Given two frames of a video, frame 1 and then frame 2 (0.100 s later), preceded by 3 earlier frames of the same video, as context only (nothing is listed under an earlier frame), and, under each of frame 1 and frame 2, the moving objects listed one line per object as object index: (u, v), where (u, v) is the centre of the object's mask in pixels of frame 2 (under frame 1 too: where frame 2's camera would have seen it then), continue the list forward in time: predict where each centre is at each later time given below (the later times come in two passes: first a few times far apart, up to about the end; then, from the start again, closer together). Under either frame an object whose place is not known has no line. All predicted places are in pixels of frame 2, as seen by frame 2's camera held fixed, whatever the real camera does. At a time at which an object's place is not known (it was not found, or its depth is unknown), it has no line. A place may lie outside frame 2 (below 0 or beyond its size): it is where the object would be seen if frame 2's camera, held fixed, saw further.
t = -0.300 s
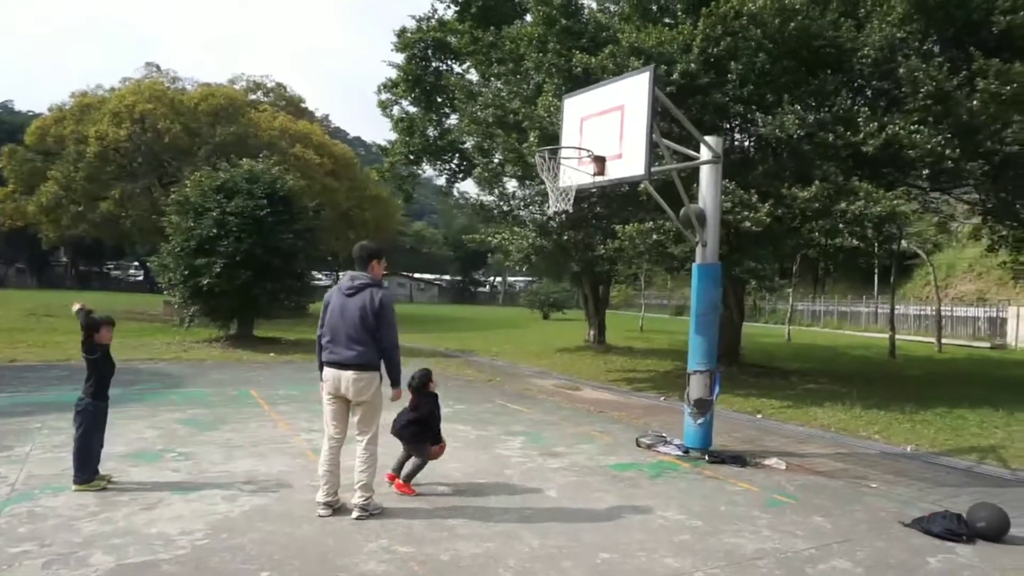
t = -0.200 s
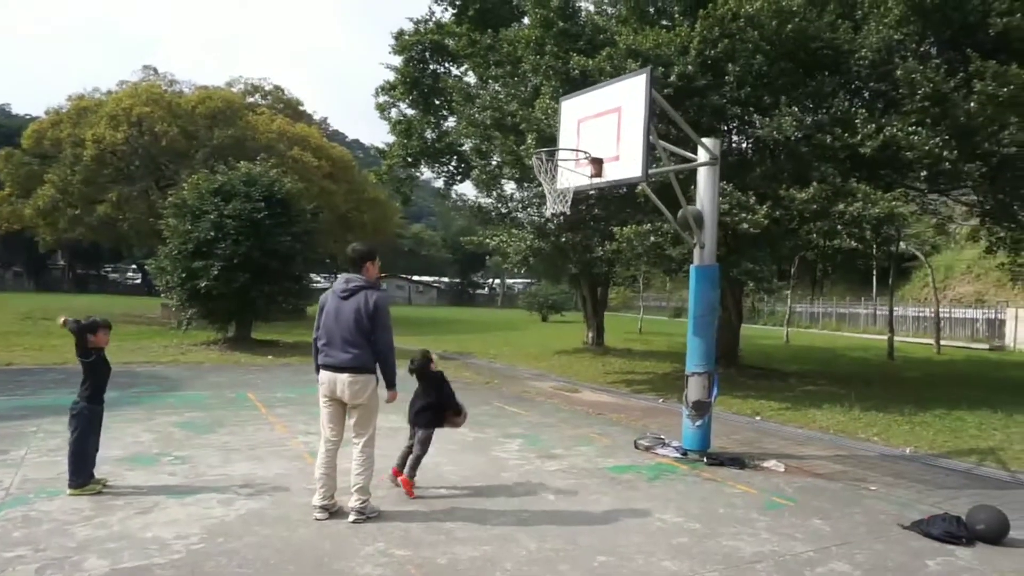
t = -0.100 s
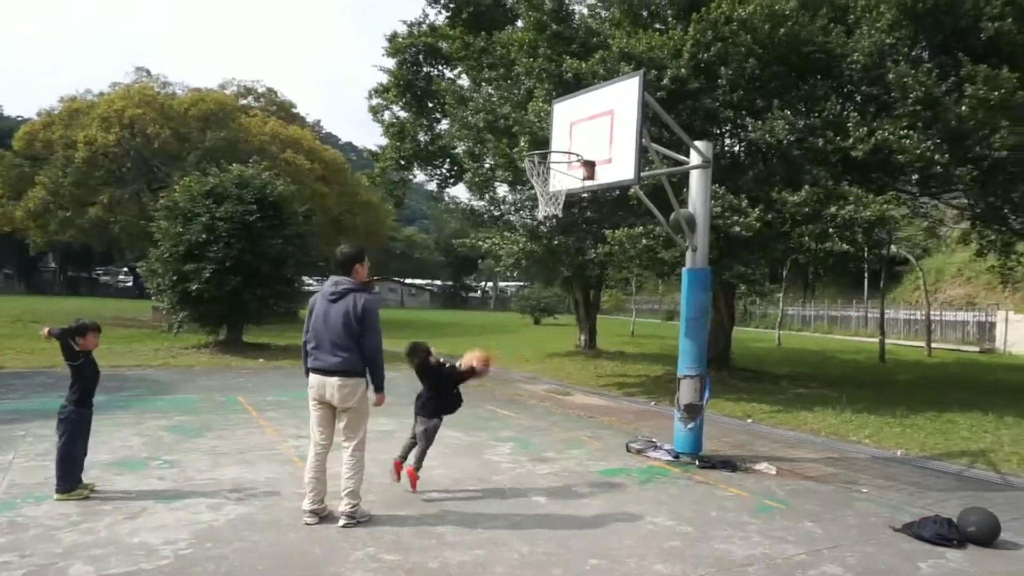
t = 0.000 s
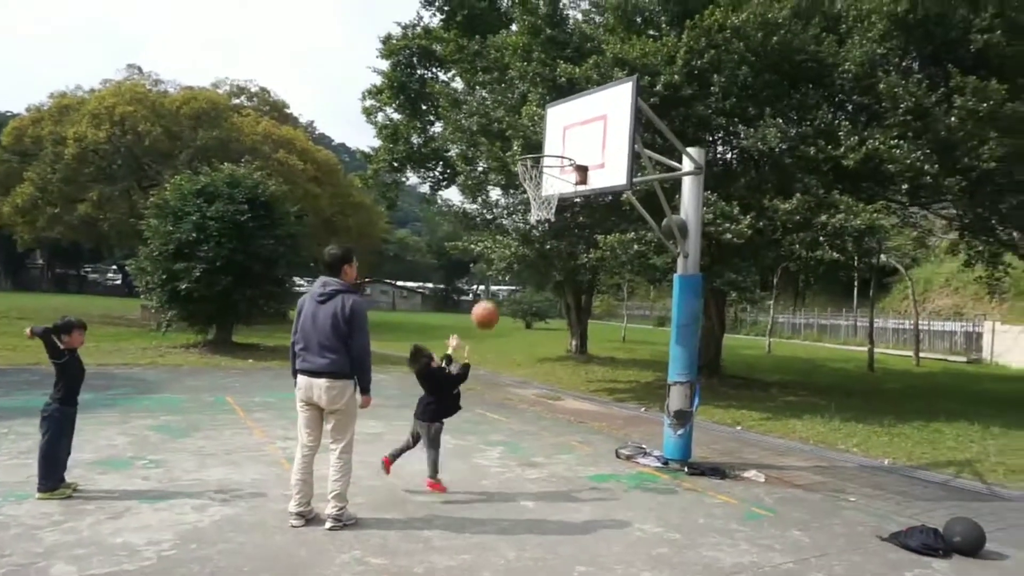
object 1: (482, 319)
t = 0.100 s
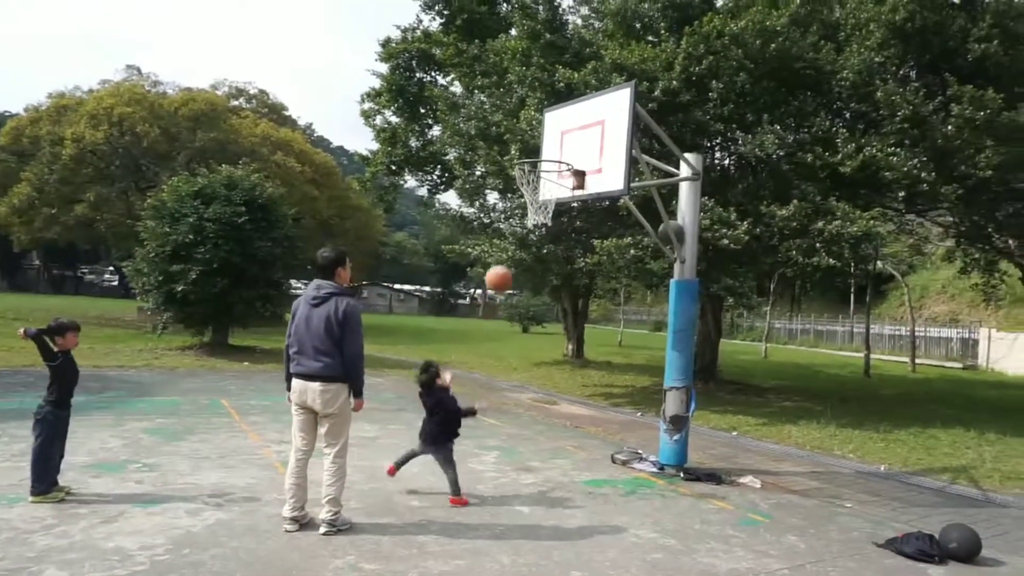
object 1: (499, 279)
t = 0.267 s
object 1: (525, 242)
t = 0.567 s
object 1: (564, 258)
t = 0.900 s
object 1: (595, 400)
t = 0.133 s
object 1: (504, 268)
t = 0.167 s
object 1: (509, 260)
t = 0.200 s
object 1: (515, 252)
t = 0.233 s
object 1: (519, 246)
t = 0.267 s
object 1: (525, 242)
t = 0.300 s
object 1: (530, 238)
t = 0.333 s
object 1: (533, 237)
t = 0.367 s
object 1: (540, 236)
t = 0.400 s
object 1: (544, 235)
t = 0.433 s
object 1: (548, 237)
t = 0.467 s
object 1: (553, 240)
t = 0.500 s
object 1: (556, 245)
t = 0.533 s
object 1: (561, 250)
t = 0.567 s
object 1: (564, 258)
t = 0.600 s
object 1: (568, 266)
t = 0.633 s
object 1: (572, 276)
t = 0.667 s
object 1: (575, 287)
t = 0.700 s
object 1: (579, 299)
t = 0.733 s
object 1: (580, 312)
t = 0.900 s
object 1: (595, 400)
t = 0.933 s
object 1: (599, 421)
